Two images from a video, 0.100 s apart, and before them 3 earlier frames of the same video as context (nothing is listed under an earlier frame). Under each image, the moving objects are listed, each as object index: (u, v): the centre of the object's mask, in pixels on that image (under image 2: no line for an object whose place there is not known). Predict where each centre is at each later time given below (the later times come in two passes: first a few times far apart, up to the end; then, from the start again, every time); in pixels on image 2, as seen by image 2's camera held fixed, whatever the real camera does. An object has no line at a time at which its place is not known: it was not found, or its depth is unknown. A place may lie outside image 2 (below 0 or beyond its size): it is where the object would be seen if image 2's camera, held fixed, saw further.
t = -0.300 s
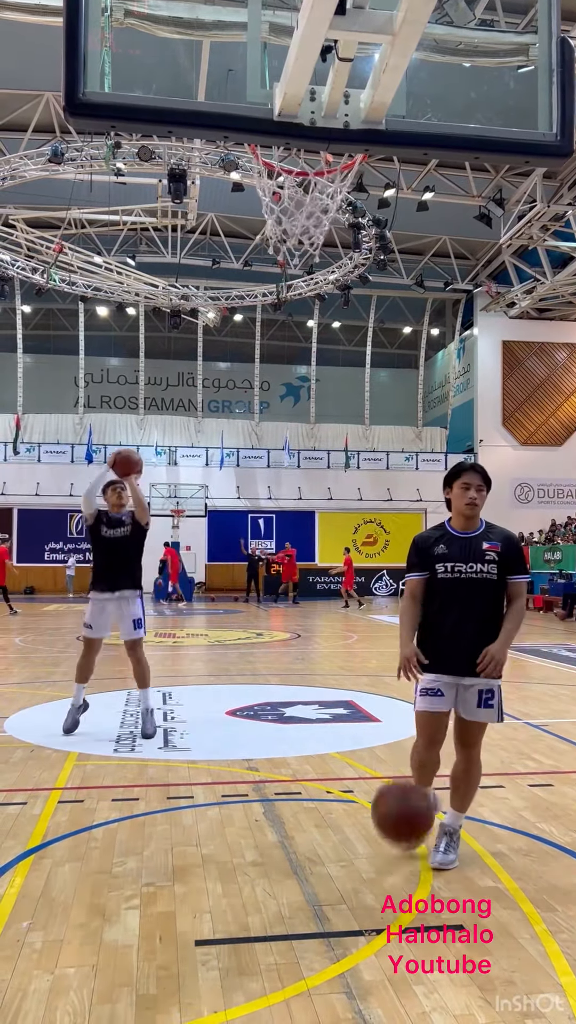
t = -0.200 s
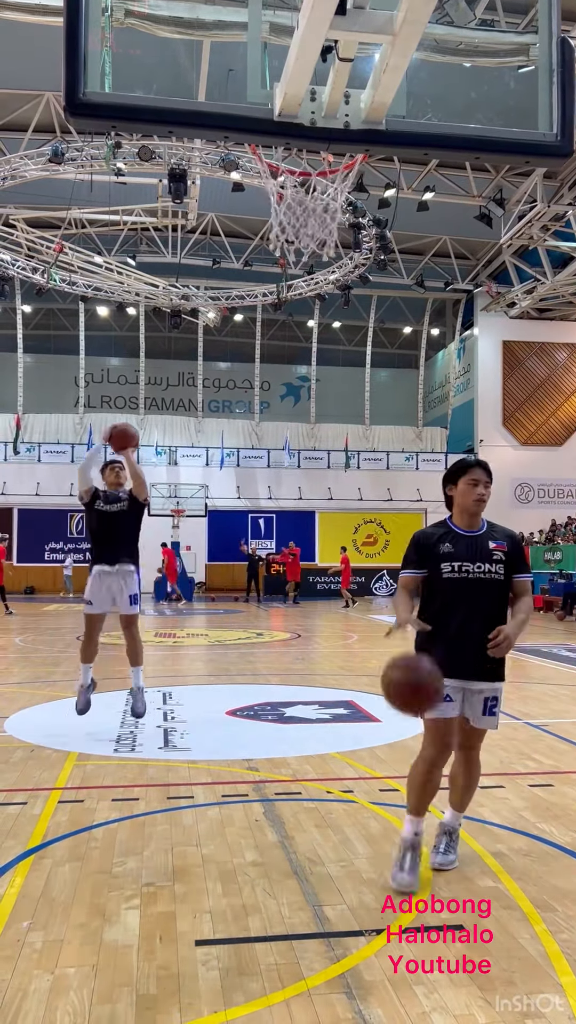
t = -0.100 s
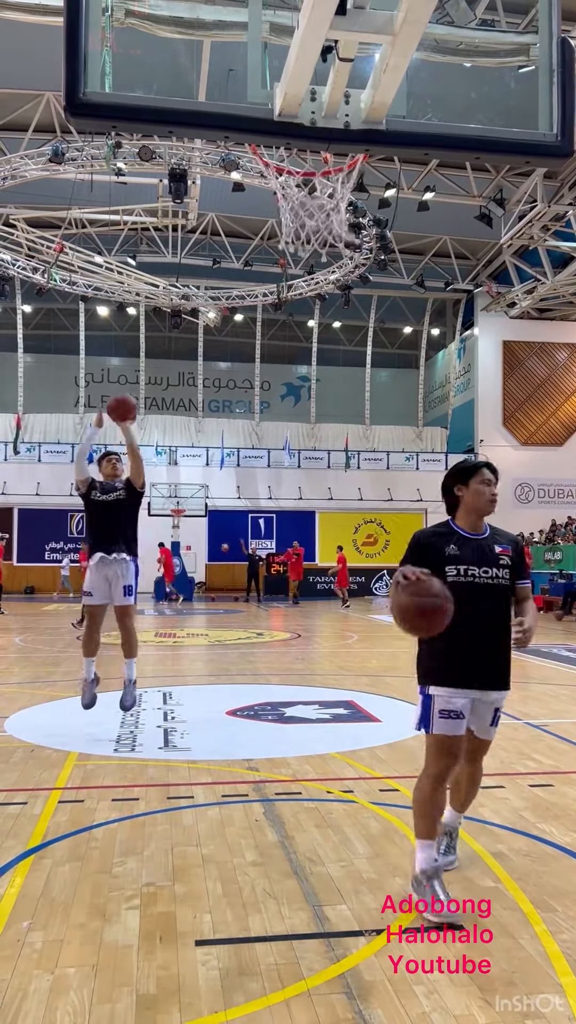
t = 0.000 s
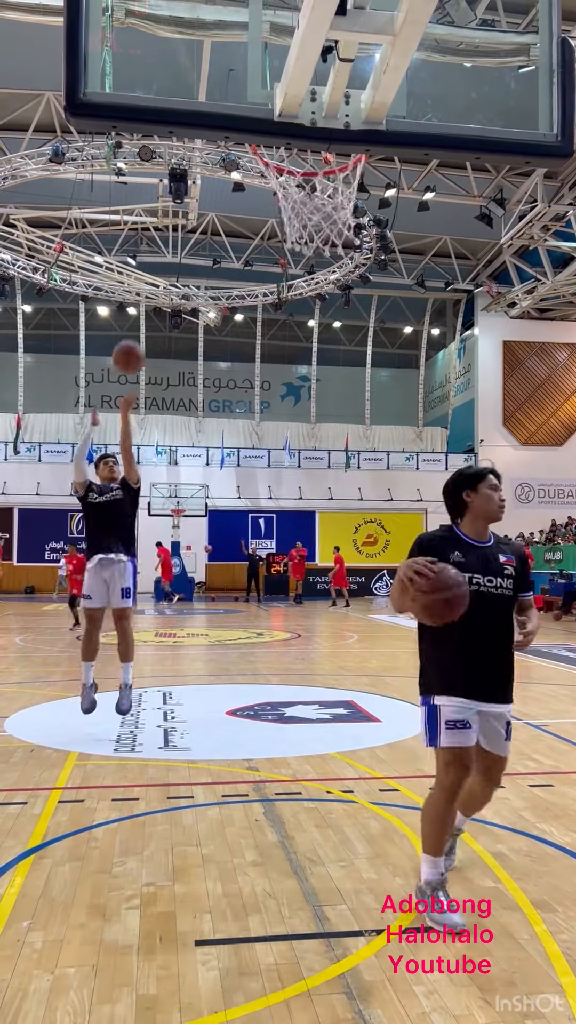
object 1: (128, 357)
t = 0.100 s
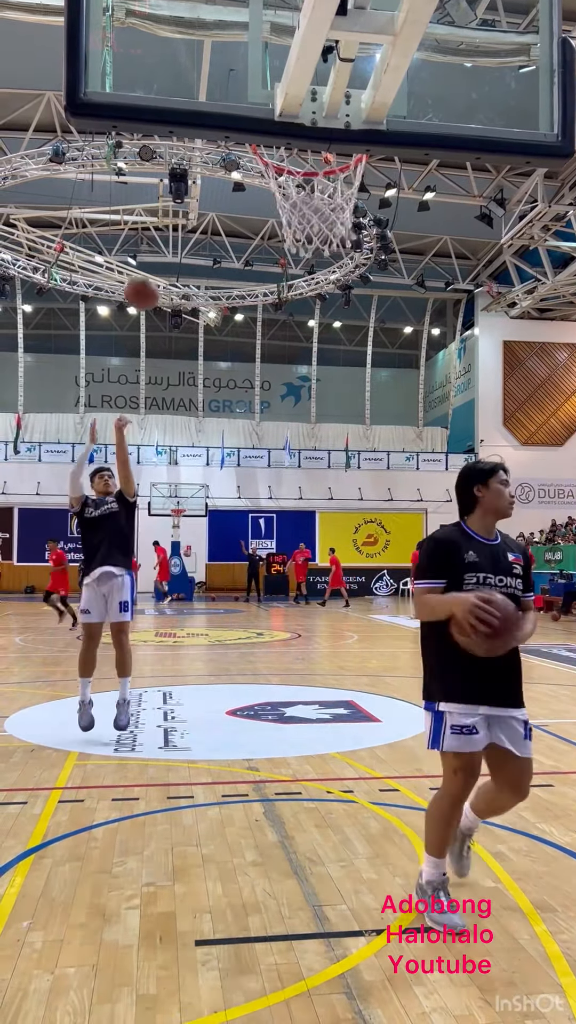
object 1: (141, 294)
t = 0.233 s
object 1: (159, 220)
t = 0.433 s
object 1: (193, 148)
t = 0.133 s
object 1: (145, 274)
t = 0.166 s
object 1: (150, 255)
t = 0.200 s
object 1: (154, 237)
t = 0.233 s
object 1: (159, 220)
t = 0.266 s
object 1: (165, 203)
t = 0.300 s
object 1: (170, 188)
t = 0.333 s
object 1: (176, 175)
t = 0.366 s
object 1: (182, 161)
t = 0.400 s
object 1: (188, 153)
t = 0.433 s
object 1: (193, 148)
